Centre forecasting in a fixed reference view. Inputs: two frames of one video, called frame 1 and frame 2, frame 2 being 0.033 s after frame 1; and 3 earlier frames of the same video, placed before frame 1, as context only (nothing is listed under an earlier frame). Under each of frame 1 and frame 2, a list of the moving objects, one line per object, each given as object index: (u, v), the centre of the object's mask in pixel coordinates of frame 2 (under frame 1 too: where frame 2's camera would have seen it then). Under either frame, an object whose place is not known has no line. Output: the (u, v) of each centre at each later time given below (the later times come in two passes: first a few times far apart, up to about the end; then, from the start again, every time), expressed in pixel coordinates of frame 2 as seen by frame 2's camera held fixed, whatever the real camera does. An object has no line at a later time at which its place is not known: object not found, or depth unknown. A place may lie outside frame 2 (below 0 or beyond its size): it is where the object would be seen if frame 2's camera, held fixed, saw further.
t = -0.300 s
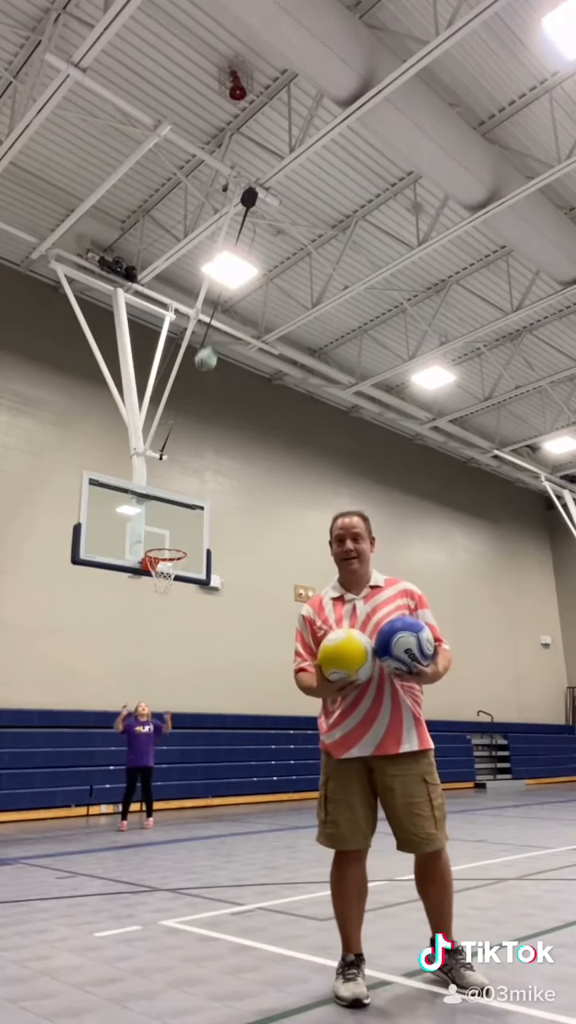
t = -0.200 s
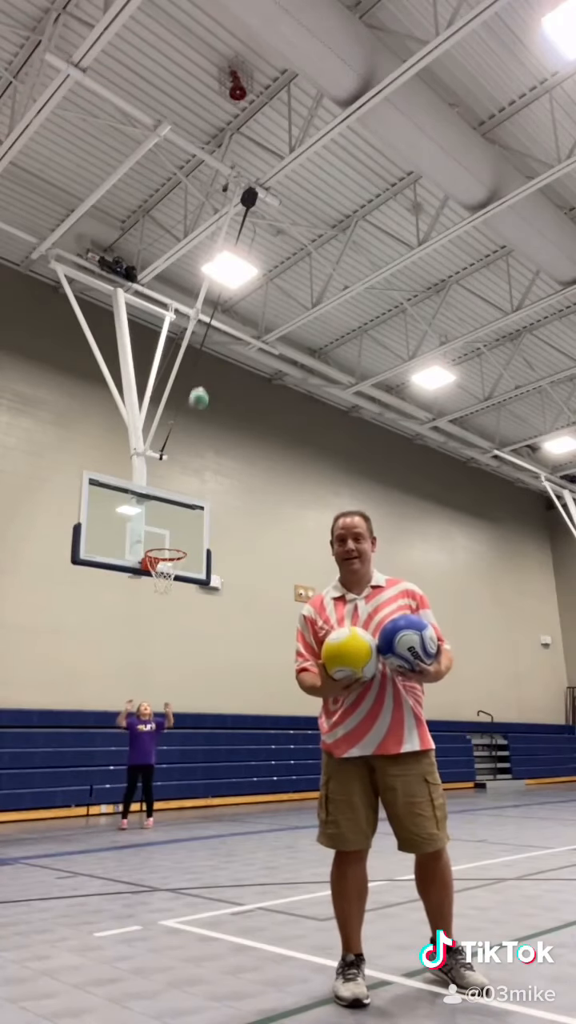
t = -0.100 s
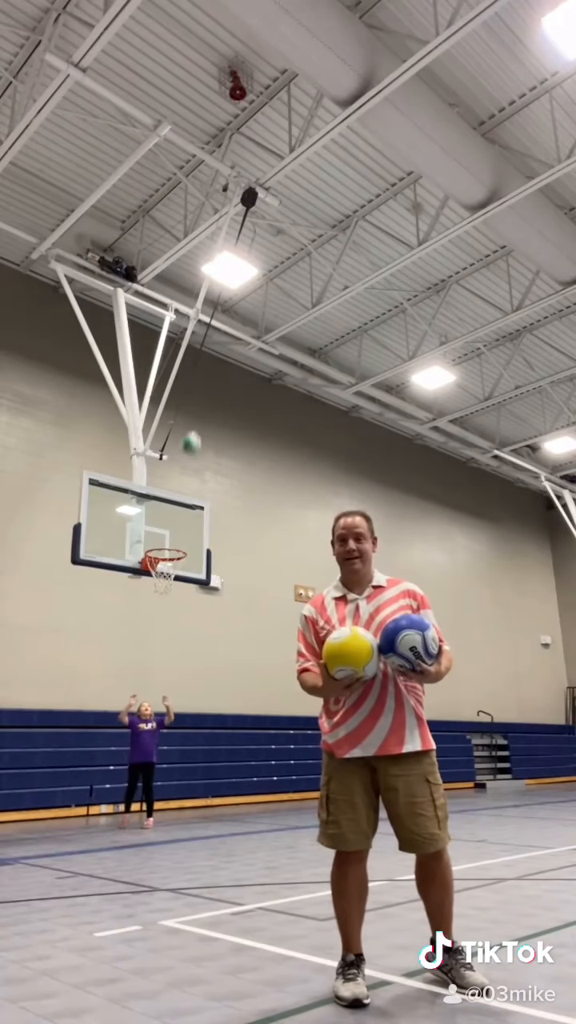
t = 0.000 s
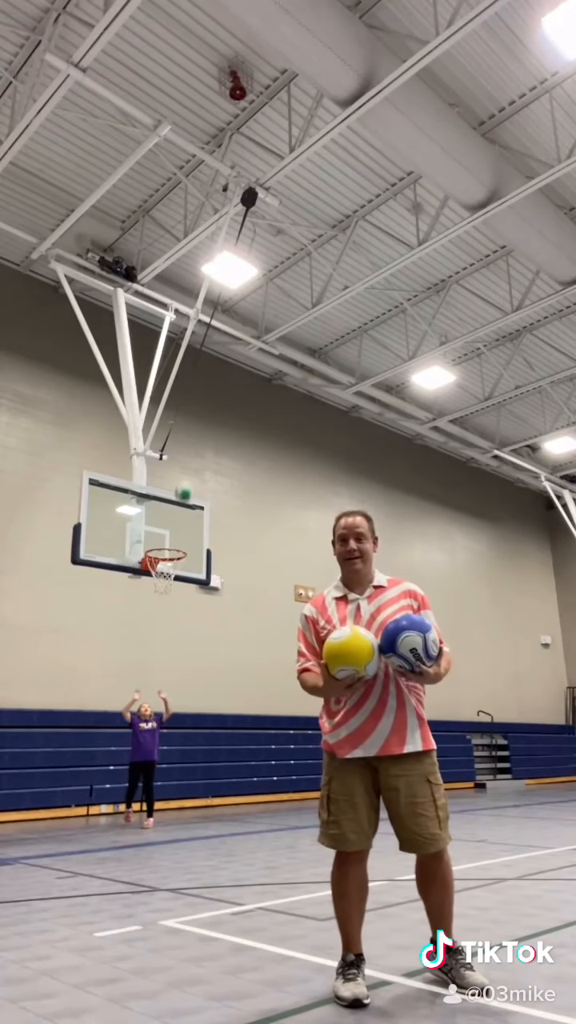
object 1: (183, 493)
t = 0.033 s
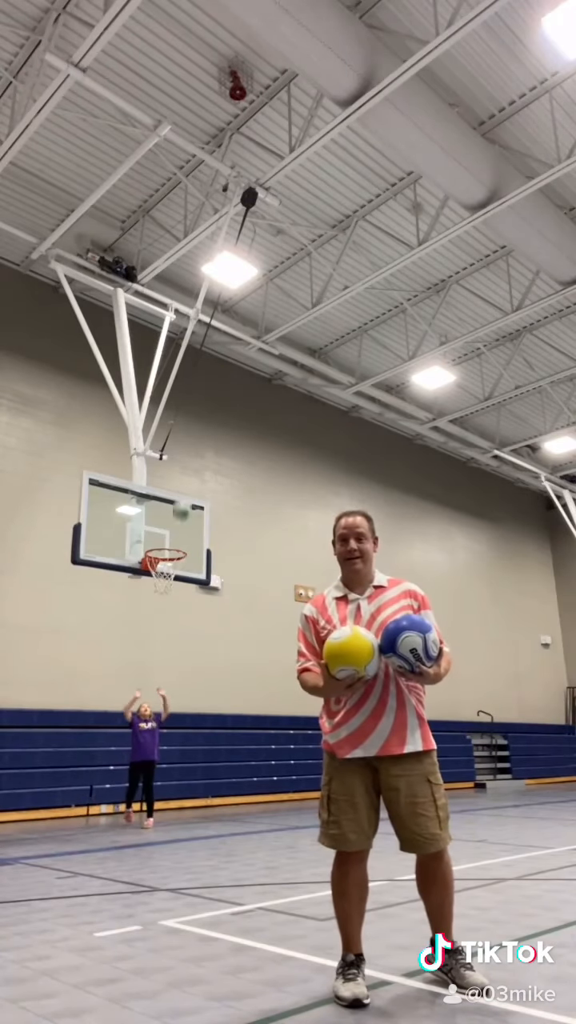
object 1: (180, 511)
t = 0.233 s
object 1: (154, 580)
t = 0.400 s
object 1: (130, 595)
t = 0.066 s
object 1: (180, 527)
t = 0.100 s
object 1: (176, 544)
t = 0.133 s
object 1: (172, 560)
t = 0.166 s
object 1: (165, 568)
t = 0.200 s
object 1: (159, 576)
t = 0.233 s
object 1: (154, 580)
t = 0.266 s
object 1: (148, 582)
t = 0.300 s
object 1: (143, 584)
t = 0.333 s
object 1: (139, 586)
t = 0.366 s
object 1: (134, 591)
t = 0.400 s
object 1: (130, 595)
